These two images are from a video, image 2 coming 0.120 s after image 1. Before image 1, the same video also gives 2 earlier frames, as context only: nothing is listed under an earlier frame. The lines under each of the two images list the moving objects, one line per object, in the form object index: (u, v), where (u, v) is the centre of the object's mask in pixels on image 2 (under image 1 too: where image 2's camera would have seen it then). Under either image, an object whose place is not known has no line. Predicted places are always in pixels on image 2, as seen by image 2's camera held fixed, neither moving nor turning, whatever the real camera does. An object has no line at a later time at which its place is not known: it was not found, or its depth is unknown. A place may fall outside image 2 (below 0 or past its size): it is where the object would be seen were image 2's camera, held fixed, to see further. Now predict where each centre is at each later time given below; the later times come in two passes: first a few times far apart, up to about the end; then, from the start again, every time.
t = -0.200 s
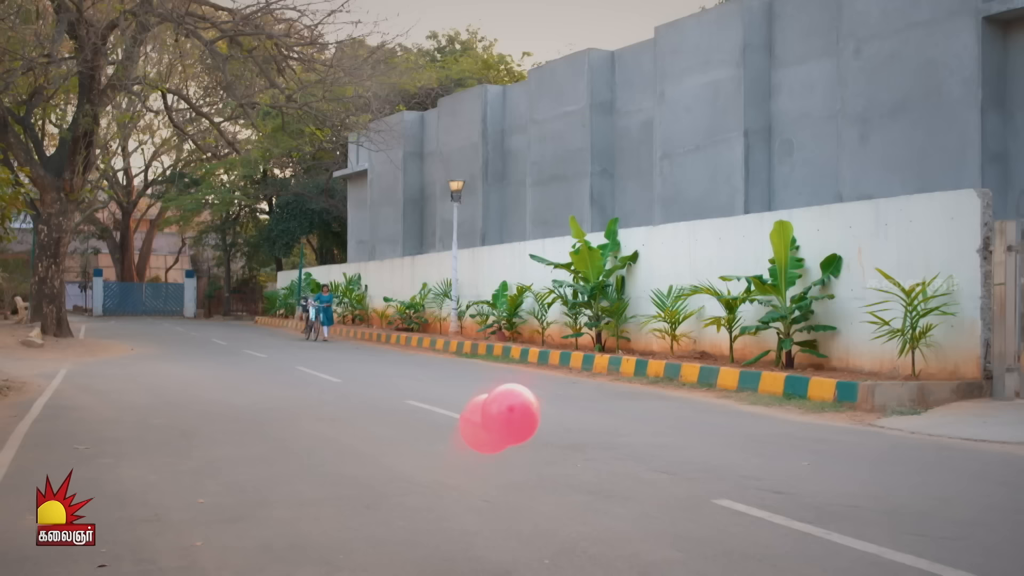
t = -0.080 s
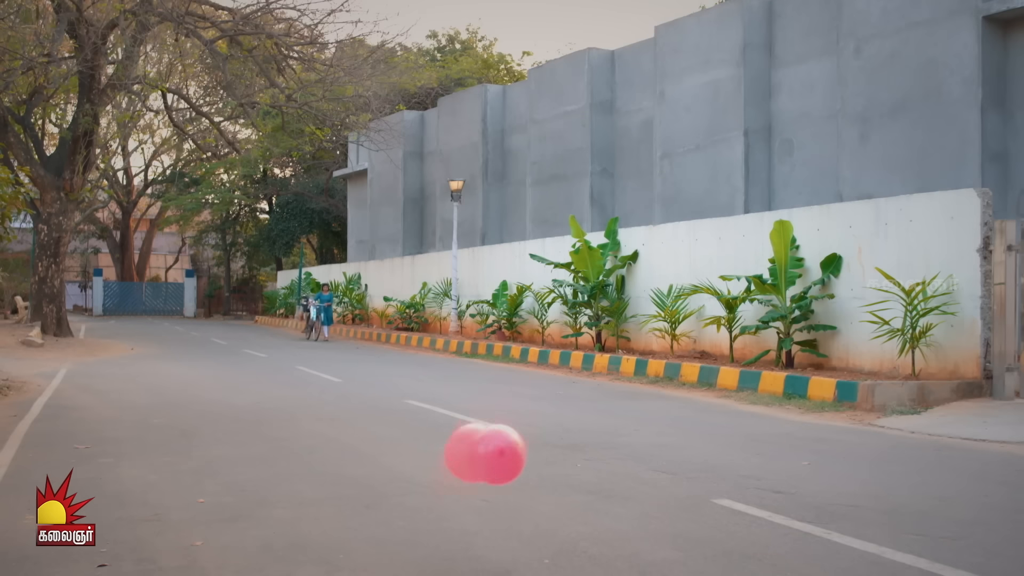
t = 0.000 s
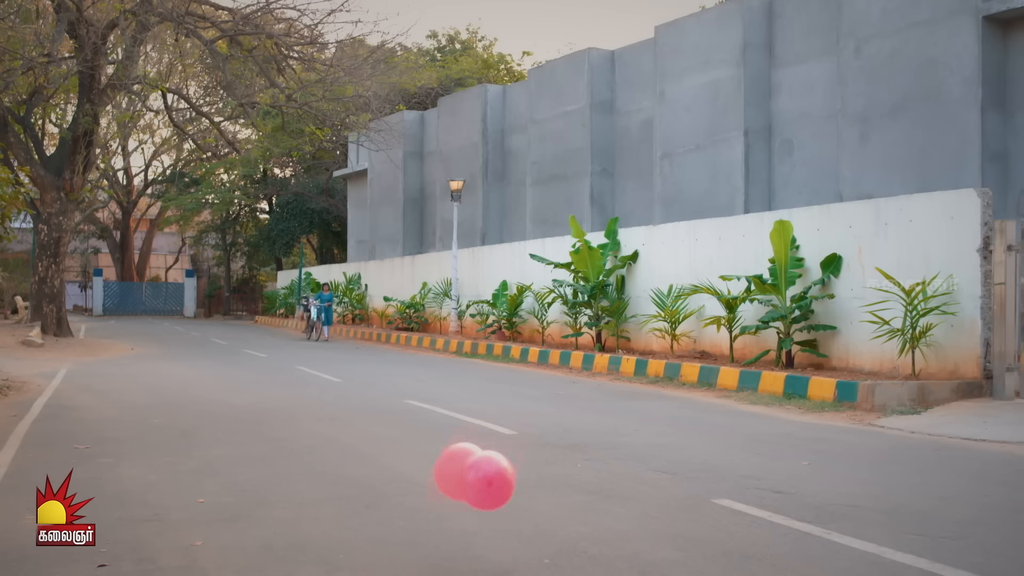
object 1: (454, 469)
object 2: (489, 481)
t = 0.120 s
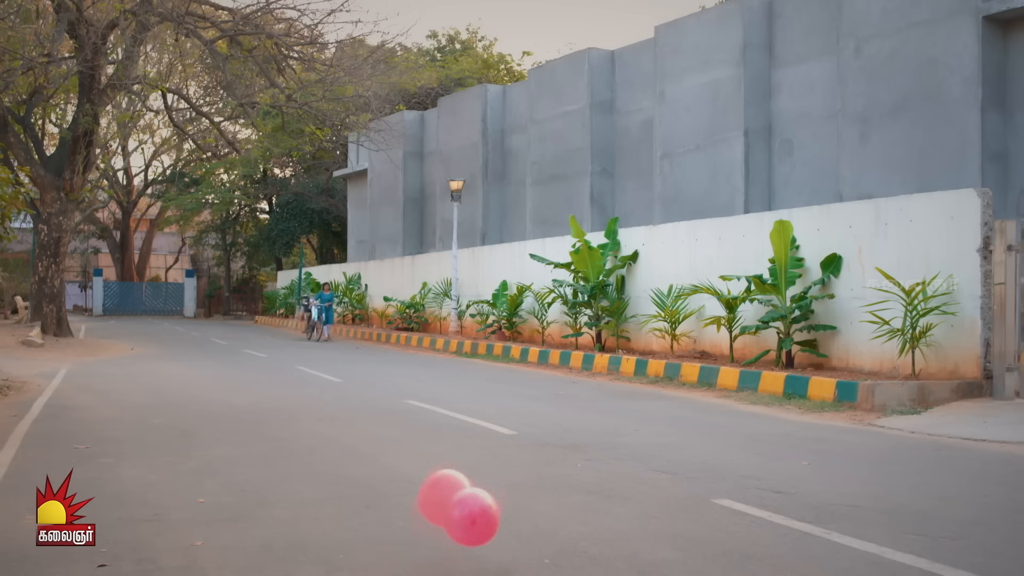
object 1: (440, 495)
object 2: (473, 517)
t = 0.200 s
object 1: (432, 512)
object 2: (464, 541)
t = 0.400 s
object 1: (406, 541)
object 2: (446, 542)
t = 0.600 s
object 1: (392, 510)
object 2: (428, 524)
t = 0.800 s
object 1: (382, 498)
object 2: (410, 529)
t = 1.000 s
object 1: (374, 503)
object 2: (390, 548)
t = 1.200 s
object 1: (355, 513)
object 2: (373, 540)
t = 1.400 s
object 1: (340, 511)
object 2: (355, 537)
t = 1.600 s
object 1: (335, 504)
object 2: (339, 546)
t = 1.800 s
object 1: (320, 502)
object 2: (322, 541)
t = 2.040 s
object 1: (302, 512)
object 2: (301, 545)
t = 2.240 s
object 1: (286, 510)
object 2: (285, 544)
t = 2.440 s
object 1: (269, 507)
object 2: (267, 545)
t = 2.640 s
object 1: (253, 512)
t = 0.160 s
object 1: (436, 503)
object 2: (468, 529)
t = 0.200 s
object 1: (432, 512)
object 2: (464, 541)
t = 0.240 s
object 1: (428, 520)
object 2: (459, 551)
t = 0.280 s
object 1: (424, 528)
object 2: (455, 557)
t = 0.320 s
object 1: (417, 537)
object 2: (453, 556)
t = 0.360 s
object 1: (410, 546)
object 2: (449, 550)
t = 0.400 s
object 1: (406, 541)
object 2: (446, 542)
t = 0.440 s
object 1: (402, 533)
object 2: (442, 536)
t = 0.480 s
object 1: (400, 526)
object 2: (438, 531)
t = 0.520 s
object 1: (397, 520)
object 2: (435, 528)
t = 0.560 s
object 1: (395, 515)
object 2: (432, 525)
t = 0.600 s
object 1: (392, 510)
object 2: (428, 524)
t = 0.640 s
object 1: (390, 506)
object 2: (425, 524)
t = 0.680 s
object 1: (387, 504)
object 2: (422, 524)
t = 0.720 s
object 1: (385, 501)
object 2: (417, 525)
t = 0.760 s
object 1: (383, 499)
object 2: (414, 527)
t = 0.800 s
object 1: (382, 498)
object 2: (410, 529)
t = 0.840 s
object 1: (380, 498)
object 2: (406, 531)
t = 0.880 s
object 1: (379, 498)
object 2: (402, 535)
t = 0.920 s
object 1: (378, 499)
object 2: (398, 539)
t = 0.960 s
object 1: (376, 501)
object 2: (394, 543)
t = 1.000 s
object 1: (374, 503)
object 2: (390, 548)
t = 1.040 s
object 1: (372, 505)
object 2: (386, 549)
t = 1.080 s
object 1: (369, 505)
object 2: (383, 545)
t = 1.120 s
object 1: (365, 507)
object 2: (379, 542)
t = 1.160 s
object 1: (360, 509)
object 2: (375, 541)
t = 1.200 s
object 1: (355, 513)
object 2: (373, 540)
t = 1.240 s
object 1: (349, 517)
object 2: (369, 539)
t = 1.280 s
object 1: (344, 522)
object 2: (366, 538)
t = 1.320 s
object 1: (341, 522)
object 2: (363, 537)
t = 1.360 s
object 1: (340, 517)
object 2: (359, 537)
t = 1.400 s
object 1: (340, 511)
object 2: (355, 537)
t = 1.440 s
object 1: (340, 507)
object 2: (351, 538)
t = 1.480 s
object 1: (339, 505)
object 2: (348, 539)
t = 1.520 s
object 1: (337, 504)
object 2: (345, 541)
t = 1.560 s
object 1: (337, 504)
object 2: (342, 543)
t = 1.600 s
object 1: (335, 504)
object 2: (339, 546)
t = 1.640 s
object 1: (332, 504)
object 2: (335, 546)
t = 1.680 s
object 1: (329, 502)
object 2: (332, 543)
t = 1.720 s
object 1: (326, 502)
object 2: (329, 542)
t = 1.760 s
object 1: (323, 502)
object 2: (326, 541)
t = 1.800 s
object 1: (320, 502)
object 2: (322, 541)
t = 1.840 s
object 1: (317, 503)
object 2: (319, 541)
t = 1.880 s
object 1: (315, 505)
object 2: (316, 542)
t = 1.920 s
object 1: (312, 506)
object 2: (312, 543)
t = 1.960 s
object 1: (309, 508)
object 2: (309, 545)
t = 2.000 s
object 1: (305, 510)
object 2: (305, 546)
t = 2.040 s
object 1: (302, 512)
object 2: (301, 545)
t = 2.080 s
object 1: (298, 514)
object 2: (298, 544)
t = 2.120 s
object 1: (295, 514)
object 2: (295, 543)
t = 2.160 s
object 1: (292, 512)
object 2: (291, 543)
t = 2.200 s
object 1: (289, 511)
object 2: (288, 543)
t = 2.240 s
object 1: (286, 510)
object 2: (285, 544)
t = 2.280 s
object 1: (283, 509)
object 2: (281, 545)
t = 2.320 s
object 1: (280, 508)
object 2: (278, 546)
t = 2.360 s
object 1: (276, 507)
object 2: (274, 545)
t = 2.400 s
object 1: (273, 507)
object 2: (271, 545)
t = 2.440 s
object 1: (269, 507)
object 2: (267, 545)
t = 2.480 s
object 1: (266, 508)
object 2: (263, 545)
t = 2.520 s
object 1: (263, 508)
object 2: (260, 545)
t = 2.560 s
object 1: (260, 509)
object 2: (257, 545)
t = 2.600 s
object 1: (256, 510)
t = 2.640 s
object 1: (253, 512)
